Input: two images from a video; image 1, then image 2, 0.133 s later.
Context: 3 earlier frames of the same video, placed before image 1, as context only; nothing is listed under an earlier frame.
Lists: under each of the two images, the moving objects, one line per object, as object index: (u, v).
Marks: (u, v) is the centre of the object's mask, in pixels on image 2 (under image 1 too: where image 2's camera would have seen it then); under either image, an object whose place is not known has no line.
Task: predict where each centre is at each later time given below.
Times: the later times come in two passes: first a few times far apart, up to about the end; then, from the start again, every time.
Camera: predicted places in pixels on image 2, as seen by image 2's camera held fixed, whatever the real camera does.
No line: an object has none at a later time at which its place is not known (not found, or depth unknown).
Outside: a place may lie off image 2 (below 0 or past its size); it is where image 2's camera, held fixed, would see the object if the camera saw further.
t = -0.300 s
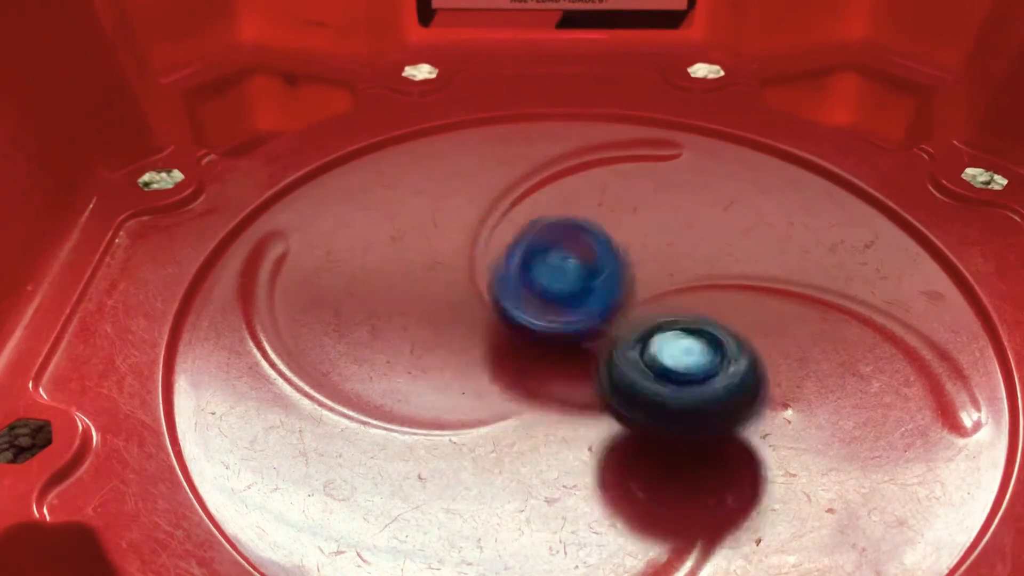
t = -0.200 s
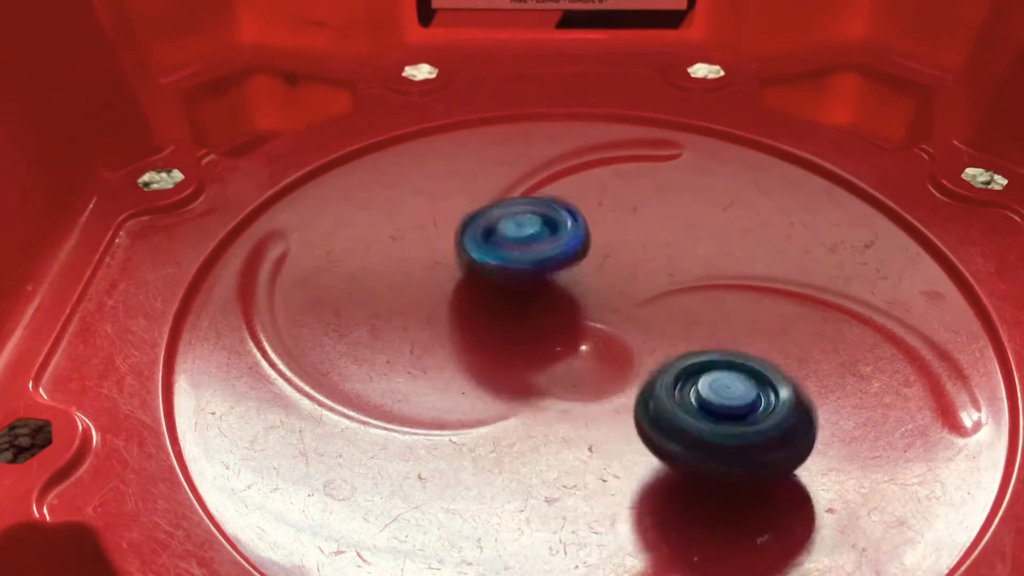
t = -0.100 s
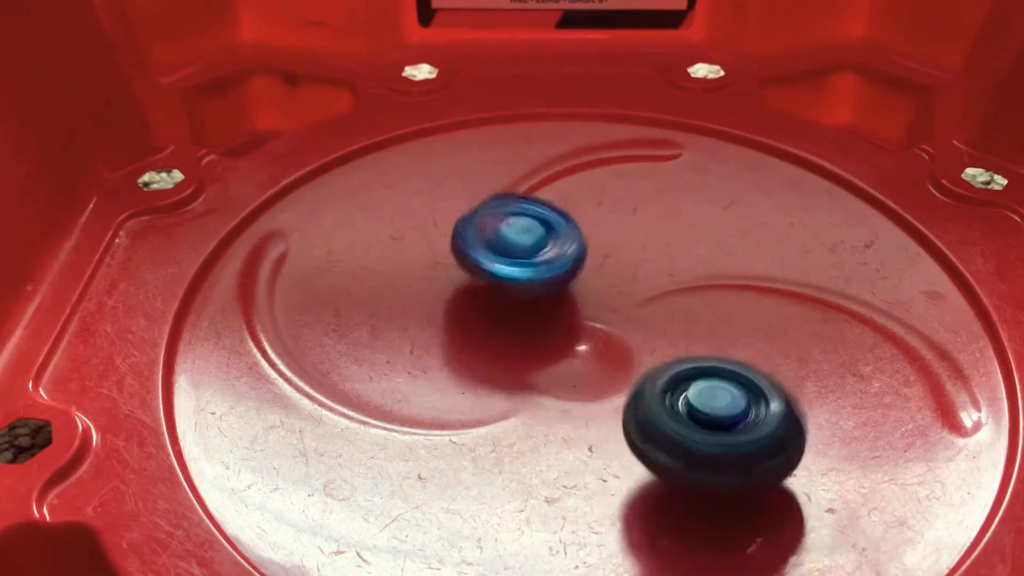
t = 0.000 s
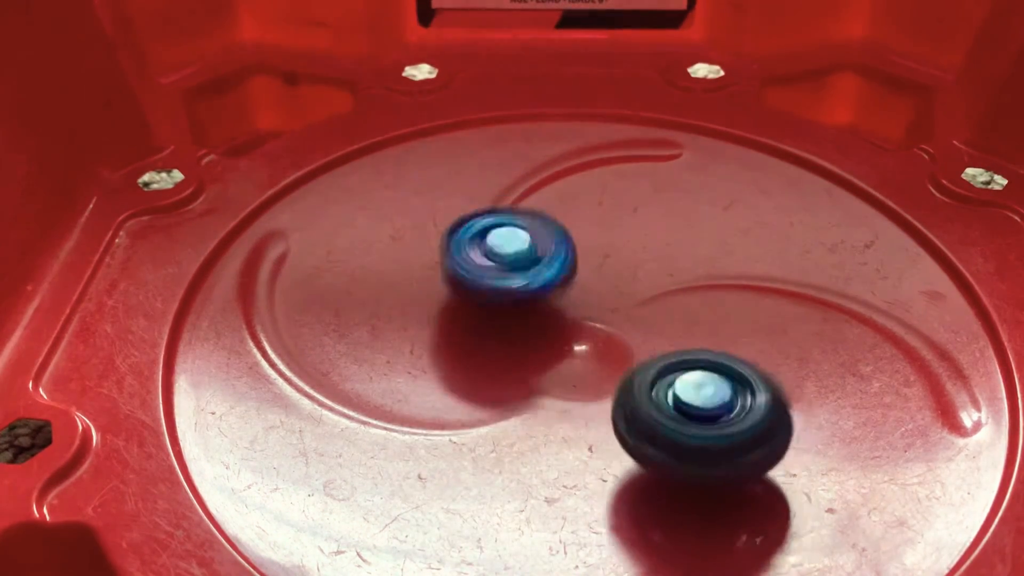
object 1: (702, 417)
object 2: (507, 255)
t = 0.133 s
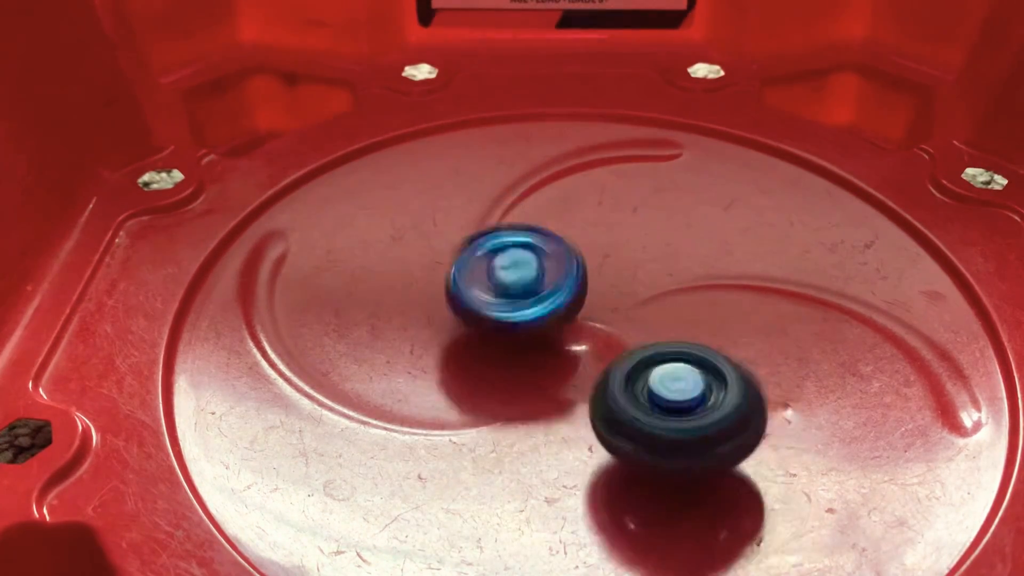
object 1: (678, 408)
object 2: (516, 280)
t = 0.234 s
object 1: (656, 400)
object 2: (524, 295)
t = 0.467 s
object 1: (701, 425)
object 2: (446, 247)
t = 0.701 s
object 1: (662, 420)
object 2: (454, 245)
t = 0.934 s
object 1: (598, 395)
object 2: (502, 298)
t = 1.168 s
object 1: (576, 403)
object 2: (519, 283)
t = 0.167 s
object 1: (671, 406)
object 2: (518, 285)
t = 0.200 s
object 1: (663, 403)
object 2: (518, 289)
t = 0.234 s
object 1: (656, 400)
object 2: (524, 295)
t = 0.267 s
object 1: (649, 396)
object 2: (529, 300)
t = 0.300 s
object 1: (644, 394)
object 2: (526, 305)
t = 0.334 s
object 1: (673, 411)
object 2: (492, 281)
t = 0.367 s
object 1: (694, 422)
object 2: (466, 264)
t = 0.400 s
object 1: (705, 426)
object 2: (449, 254)
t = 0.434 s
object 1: (705, 426)
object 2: (443, 251)
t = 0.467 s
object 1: (701, 425)
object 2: (446, 247)
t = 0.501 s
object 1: (696, 425)
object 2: (448, 246)
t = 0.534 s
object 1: (692, 425)
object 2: (448, 244)
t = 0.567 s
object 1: (687, 424)
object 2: (449, 244)
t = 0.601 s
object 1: (681, 423)
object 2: (447, 245)
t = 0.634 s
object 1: (675, 423)
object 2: (448, 246)
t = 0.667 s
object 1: (669, 422)
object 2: (449, 246)
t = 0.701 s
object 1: (662, 420)
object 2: (454, 245)
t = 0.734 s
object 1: (654, 418)
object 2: (462, 248)
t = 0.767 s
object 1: (646, 416)
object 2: (475, 255)
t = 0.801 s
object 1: (637, 413)
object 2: (484, 264)
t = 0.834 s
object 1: (627, 408)
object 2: (488, 275)
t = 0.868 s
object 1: (617, 405)
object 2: (491, 279)
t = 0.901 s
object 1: (608, 400)
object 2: (499, 285)
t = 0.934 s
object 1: (598, 395)
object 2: (502, 298)
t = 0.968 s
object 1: (596, 398)
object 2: (501, 295)
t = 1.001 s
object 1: (601, 407)
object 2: (494, 283)
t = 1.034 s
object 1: (601, 409)
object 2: (492, 280)
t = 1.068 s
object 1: (595, 408)
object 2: (498, 280)
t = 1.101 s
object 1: (589, 406)
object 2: (508, 278)
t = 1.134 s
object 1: (582, 404)
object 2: (514, 281)
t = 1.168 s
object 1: (576, 403)
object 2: (519, 283)
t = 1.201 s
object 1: (570, 401)
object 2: (519, 286)
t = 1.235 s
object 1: (564, 399)
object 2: (521, 284)
